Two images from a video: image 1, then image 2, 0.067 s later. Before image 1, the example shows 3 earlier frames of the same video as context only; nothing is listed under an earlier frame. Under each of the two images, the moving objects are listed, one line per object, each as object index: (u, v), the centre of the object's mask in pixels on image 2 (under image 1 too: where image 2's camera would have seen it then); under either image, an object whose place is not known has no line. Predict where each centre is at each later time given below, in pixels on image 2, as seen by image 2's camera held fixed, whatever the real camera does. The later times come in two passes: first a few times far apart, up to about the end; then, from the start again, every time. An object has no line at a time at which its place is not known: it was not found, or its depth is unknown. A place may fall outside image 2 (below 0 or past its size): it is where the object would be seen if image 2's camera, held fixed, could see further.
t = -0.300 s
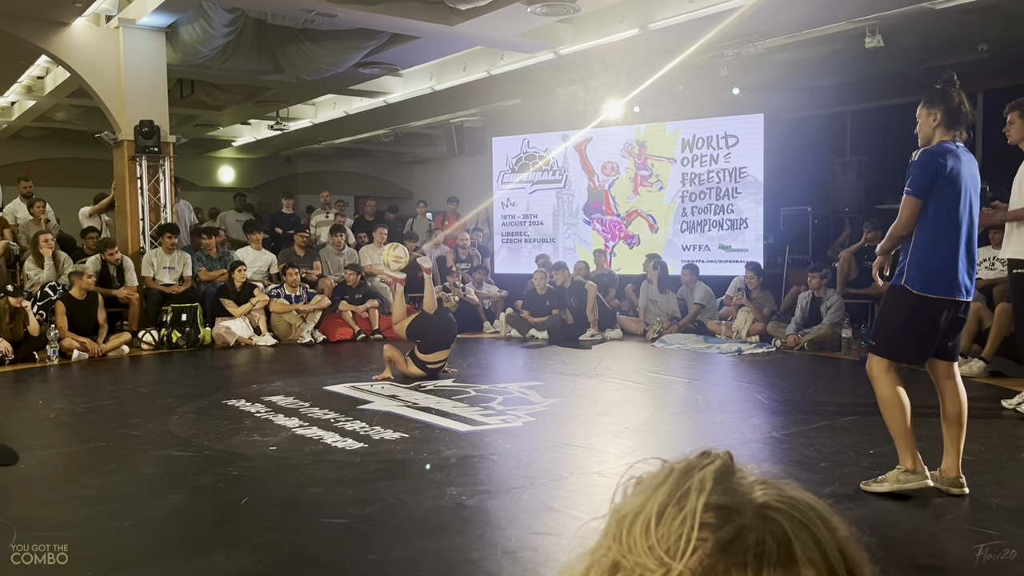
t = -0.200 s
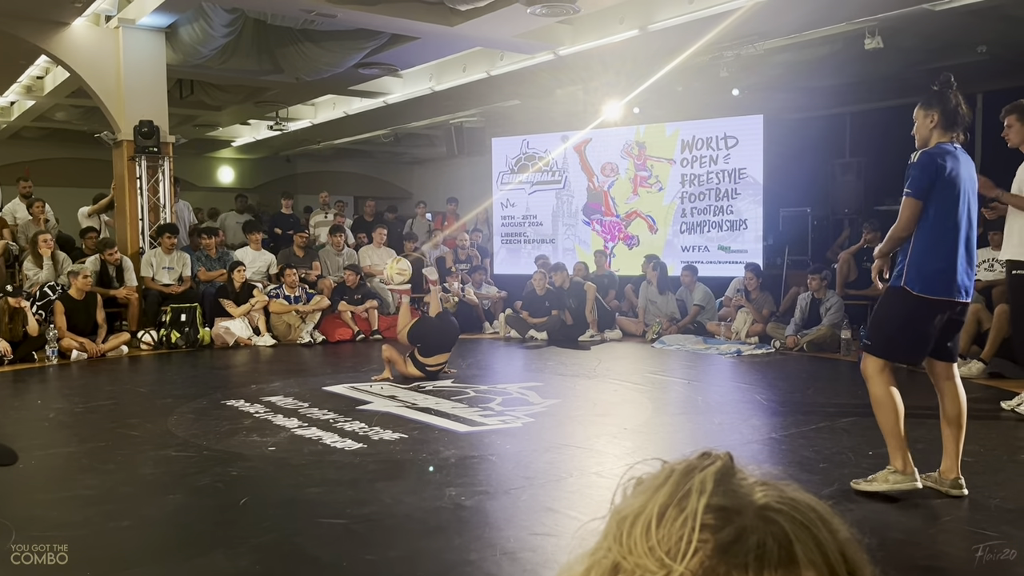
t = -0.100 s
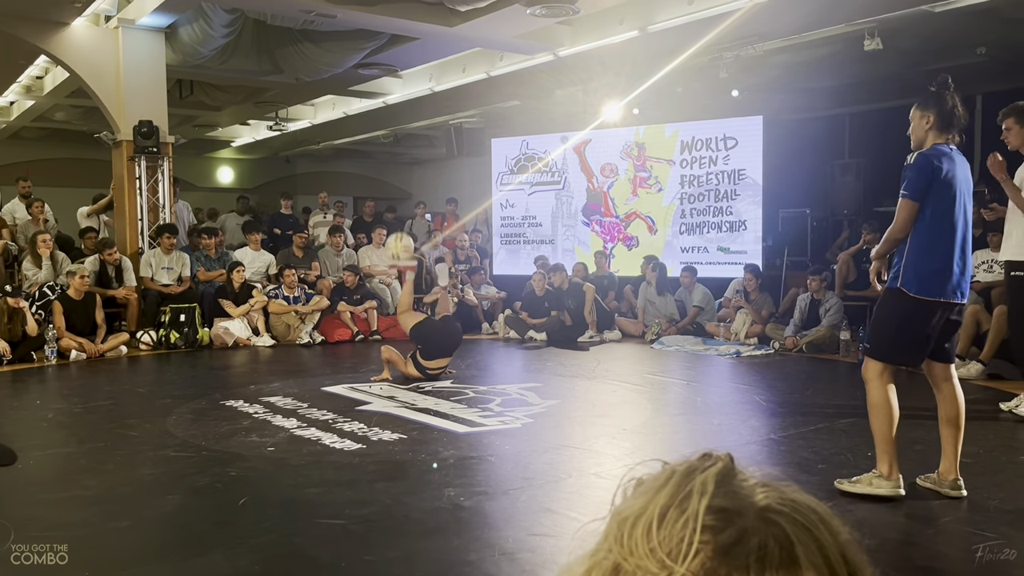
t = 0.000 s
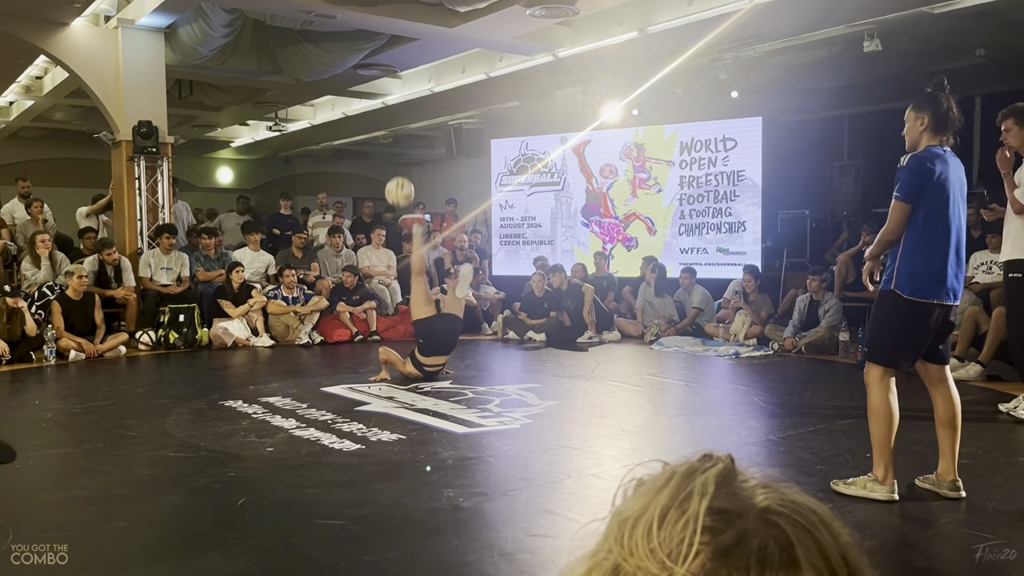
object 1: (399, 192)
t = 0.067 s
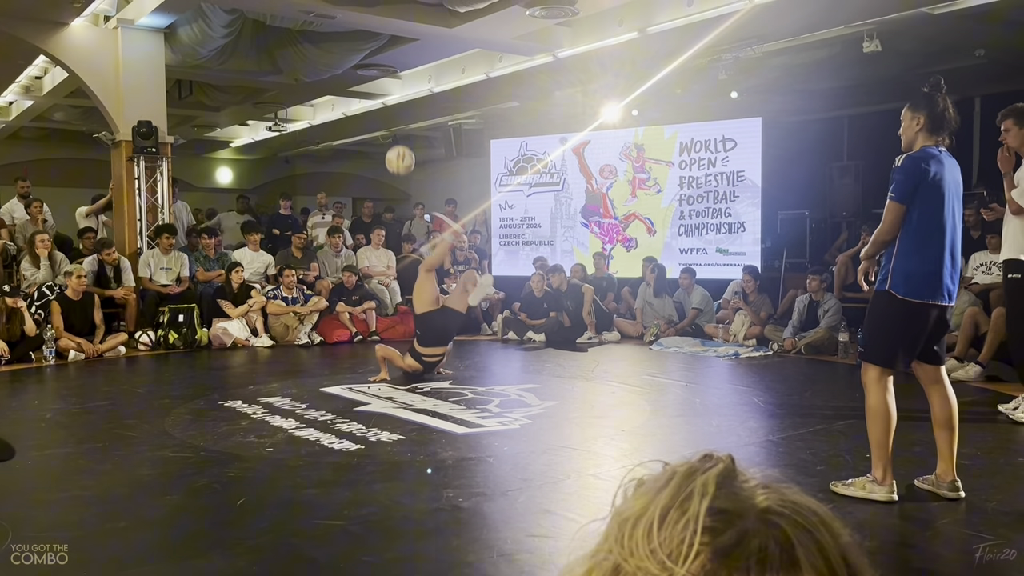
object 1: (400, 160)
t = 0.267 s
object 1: (403, 99)
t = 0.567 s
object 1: (410, 106)
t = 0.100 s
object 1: (400, 147)
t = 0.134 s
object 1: (401, 134)
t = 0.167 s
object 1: (401, 123)
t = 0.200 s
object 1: (402, 114)
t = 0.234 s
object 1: (403, 106)
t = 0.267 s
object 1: (403, 99)
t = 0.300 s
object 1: (404, 94)
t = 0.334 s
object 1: (404, 90)
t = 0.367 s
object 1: (405, 88)
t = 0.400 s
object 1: (406, 87)
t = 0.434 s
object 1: (407, 88)
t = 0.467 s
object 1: (407, 90)
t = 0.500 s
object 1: (408, 94)
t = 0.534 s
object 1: (409, 99)
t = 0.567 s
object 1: (410, 106)
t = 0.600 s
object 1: (411, 114)
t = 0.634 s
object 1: (412, 123)
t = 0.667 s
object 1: (412, 135)
